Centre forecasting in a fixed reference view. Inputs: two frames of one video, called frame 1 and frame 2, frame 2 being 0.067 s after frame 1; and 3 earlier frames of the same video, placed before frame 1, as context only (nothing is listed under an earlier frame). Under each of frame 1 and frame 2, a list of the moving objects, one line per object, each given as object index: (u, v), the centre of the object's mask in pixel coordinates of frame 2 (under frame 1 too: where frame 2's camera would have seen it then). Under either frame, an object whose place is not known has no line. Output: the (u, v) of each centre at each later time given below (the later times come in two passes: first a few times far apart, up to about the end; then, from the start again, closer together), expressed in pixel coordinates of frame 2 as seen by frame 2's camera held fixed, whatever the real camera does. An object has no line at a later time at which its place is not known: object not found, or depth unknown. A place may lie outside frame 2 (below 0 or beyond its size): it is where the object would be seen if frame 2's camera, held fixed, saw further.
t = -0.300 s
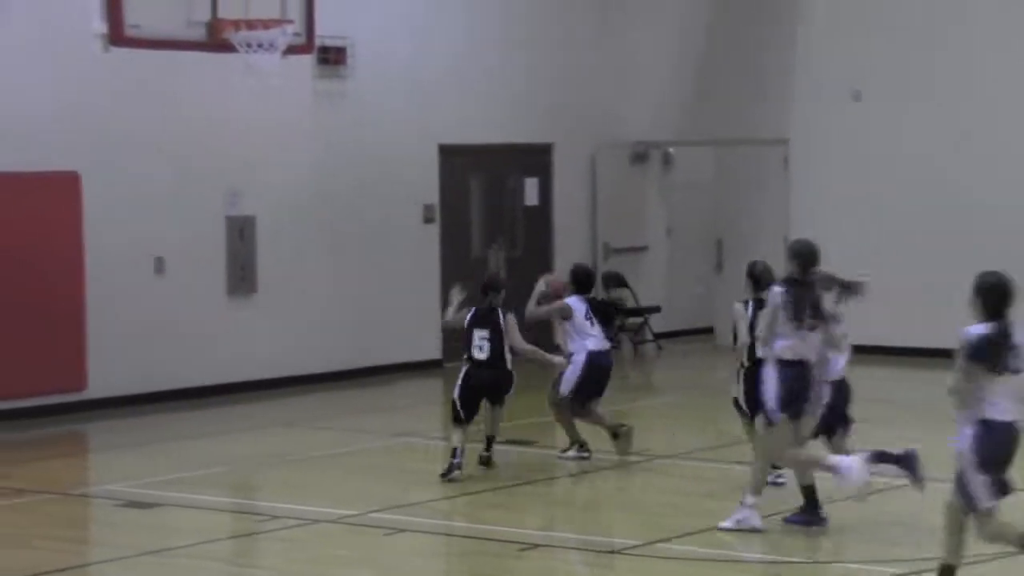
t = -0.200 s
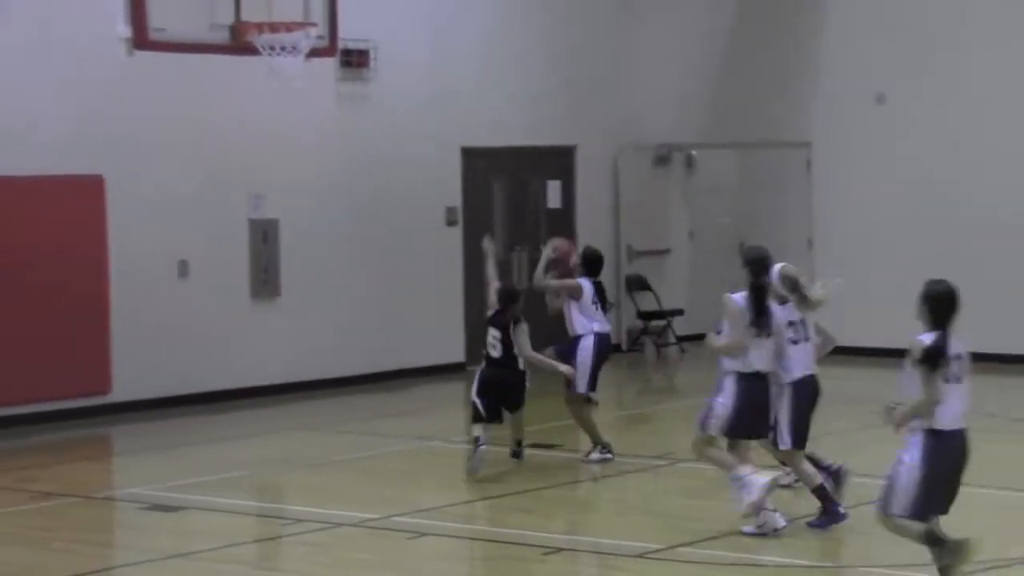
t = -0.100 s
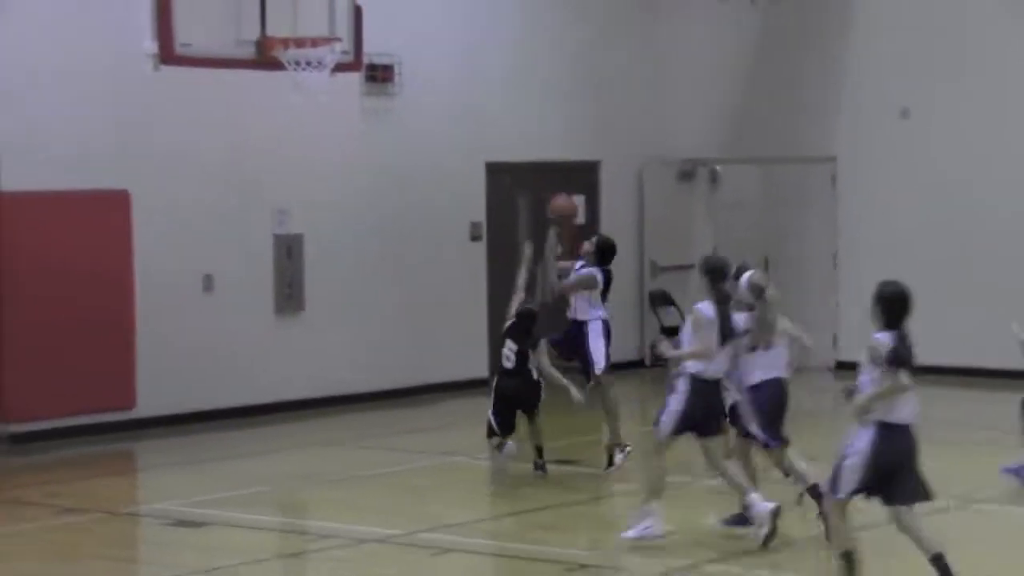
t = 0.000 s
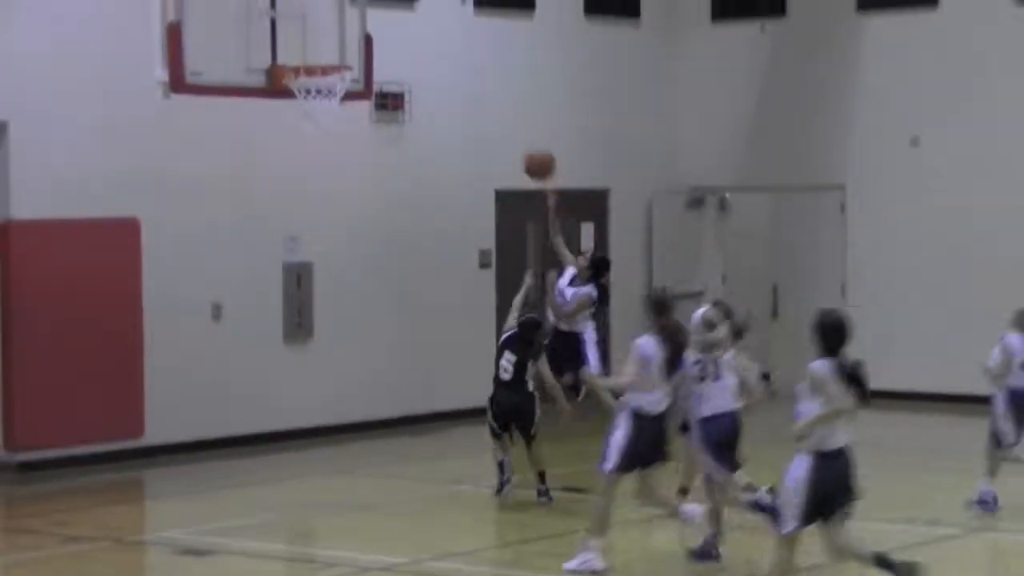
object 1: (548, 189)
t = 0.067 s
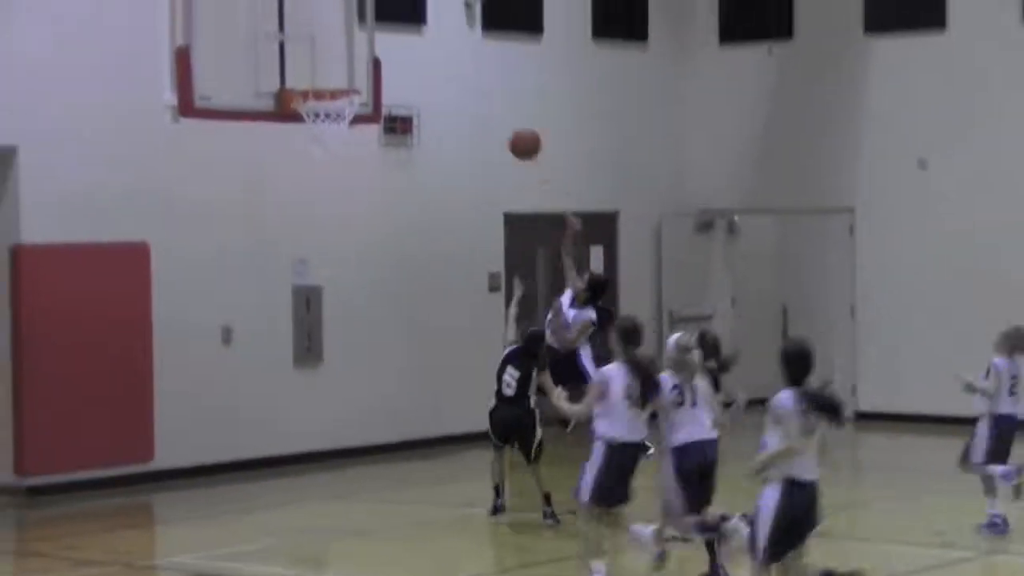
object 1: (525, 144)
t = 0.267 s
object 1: (455, 51)
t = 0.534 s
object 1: (367, 12)
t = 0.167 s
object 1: (490, 91)
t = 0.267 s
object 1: (455, 51)
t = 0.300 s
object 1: (445, 40)
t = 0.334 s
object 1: (433, 32)
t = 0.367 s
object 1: (422, 24)
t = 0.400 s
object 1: (411, 18)
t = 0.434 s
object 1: (400, 15)
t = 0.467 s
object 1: (389, 13)
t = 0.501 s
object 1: (379, 11)
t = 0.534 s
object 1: (367, 12)
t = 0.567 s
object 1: (357, 13)
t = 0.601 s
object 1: (345, 17)
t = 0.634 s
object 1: (342, 21)
